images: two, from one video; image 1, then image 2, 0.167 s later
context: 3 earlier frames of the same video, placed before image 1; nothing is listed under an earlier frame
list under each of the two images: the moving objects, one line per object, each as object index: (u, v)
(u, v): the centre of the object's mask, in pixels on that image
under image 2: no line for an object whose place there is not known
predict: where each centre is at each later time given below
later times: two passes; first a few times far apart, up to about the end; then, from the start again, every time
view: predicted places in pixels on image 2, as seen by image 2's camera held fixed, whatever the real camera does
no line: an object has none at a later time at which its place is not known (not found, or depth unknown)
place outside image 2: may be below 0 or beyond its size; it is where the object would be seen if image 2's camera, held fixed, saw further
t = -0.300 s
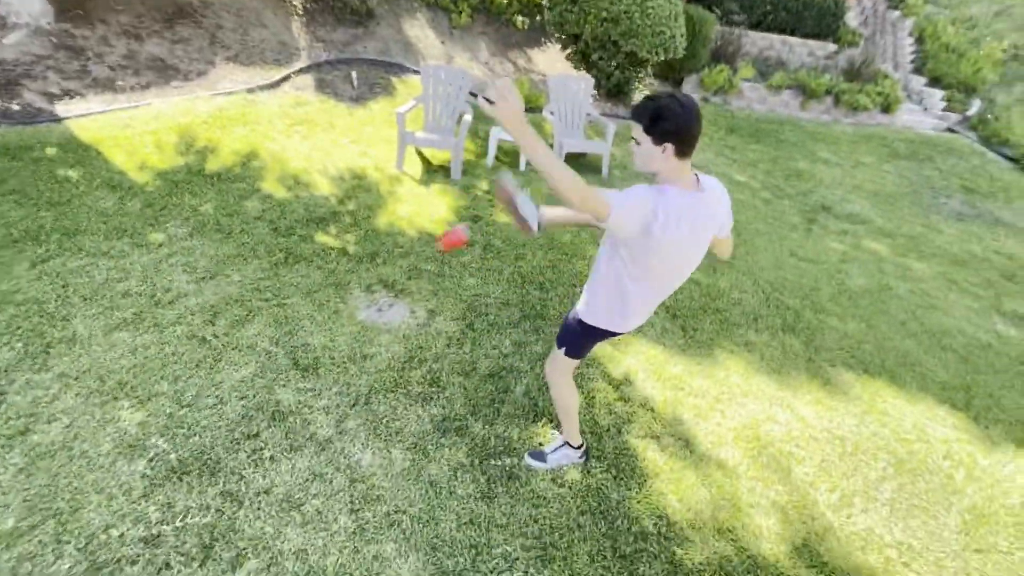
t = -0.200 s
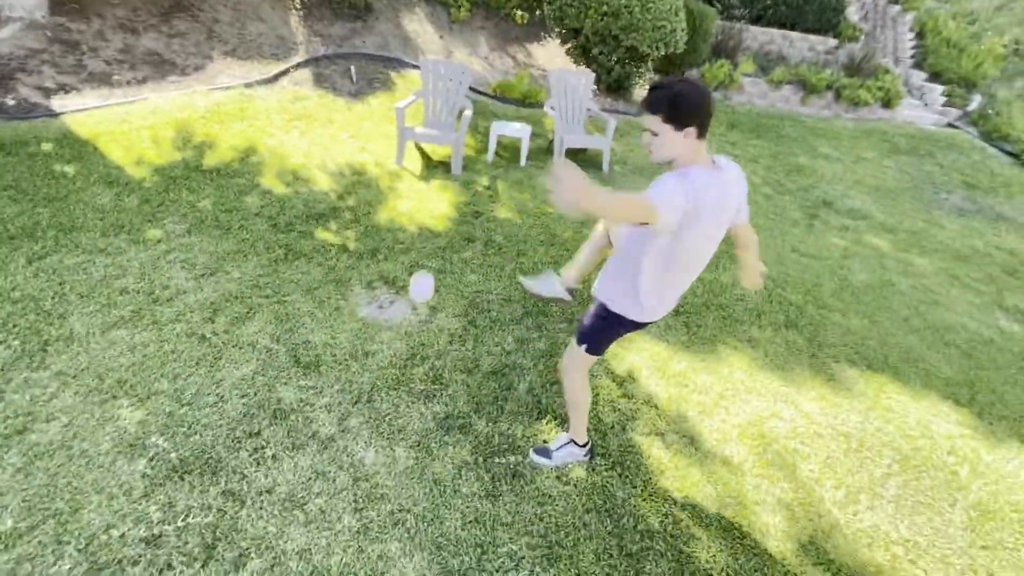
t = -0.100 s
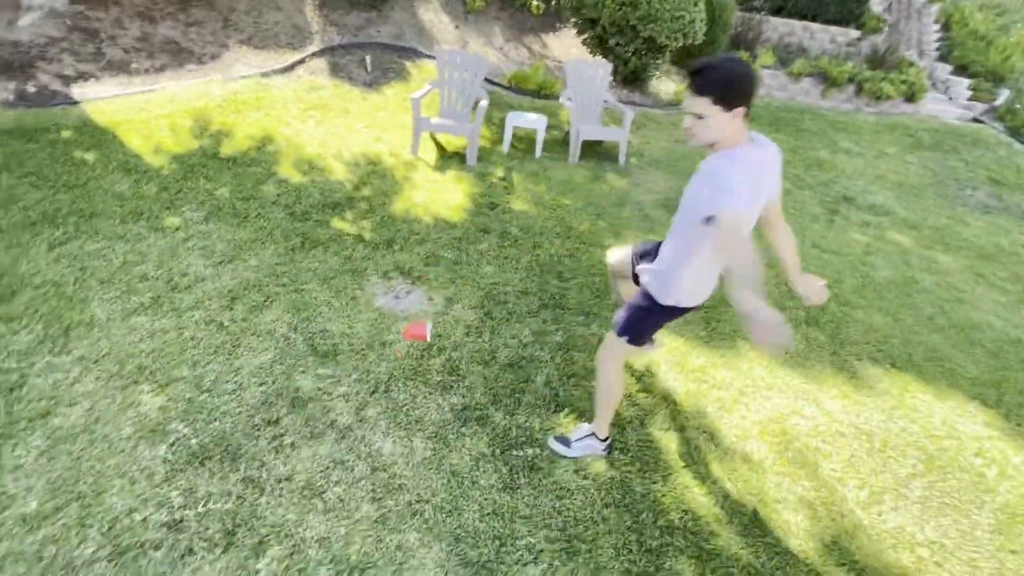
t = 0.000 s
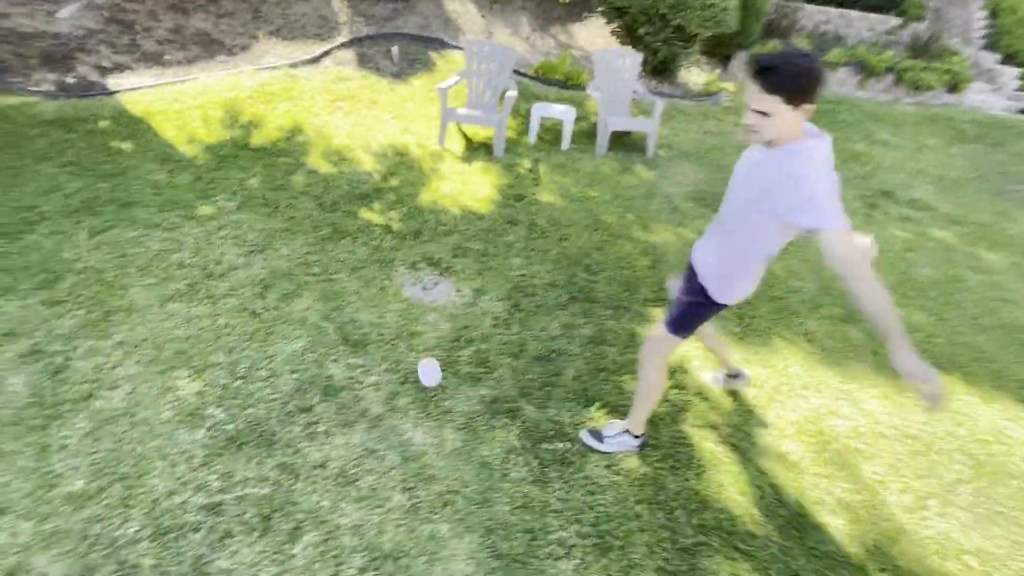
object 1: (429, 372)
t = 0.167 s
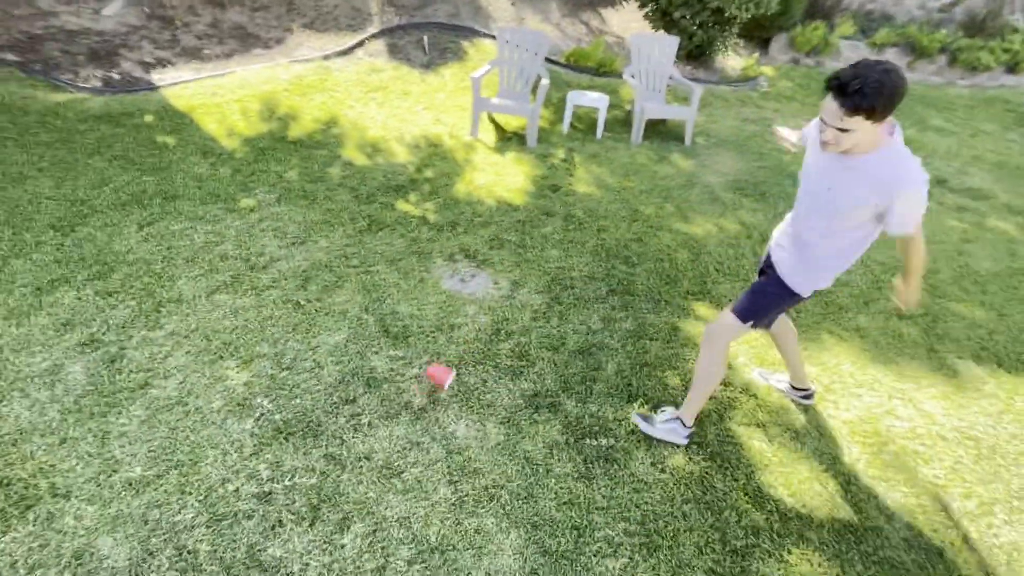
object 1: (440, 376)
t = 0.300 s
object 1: (422, 391)
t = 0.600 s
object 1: (393, 405)
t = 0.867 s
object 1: (393, 403)
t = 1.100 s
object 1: (400, 404)
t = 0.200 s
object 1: (434, 379)
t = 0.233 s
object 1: (431, 382)
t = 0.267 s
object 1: (426, 386)
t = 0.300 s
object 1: (422, 391)
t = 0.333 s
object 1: (416, 391)
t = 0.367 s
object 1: (410, 393)
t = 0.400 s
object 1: (404, 396)
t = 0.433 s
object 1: (402, 399)
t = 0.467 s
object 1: (399, 403)
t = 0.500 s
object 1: (399, 404)
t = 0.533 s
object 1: (397, 405)
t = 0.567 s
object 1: (396, 405)
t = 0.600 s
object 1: (393, 405)
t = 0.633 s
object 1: (392, 405)
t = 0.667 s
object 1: (391, 405)
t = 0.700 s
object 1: (391, 404)
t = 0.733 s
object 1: (391, 404)
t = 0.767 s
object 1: (391, 404)
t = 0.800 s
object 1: (392, 403)
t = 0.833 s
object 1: (392, 404)
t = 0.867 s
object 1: (393, 403)
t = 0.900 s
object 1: (394, 404)
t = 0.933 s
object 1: (395, 404)
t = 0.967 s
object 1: (395, 404)
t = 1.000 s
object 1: (396, 404)
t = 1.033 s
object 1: (398, 404)
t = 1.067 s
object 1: (398, 404)
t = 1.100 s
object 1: (400, 404)
